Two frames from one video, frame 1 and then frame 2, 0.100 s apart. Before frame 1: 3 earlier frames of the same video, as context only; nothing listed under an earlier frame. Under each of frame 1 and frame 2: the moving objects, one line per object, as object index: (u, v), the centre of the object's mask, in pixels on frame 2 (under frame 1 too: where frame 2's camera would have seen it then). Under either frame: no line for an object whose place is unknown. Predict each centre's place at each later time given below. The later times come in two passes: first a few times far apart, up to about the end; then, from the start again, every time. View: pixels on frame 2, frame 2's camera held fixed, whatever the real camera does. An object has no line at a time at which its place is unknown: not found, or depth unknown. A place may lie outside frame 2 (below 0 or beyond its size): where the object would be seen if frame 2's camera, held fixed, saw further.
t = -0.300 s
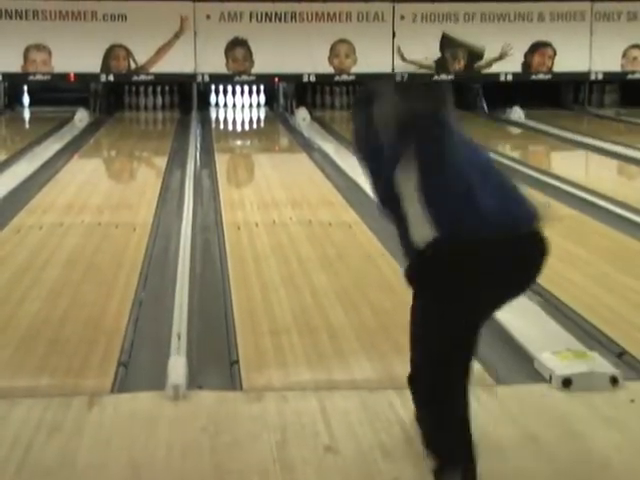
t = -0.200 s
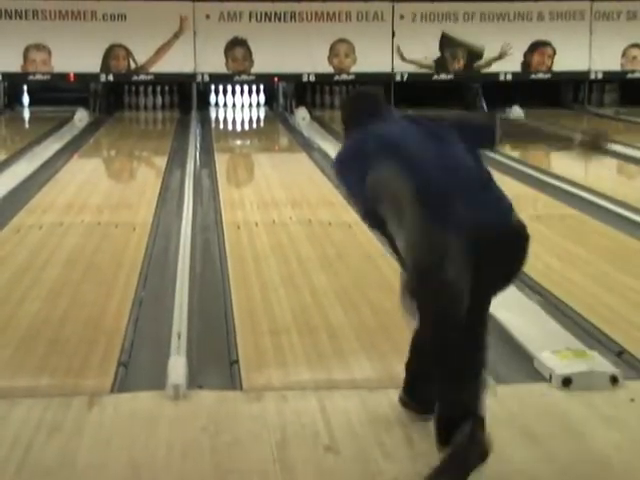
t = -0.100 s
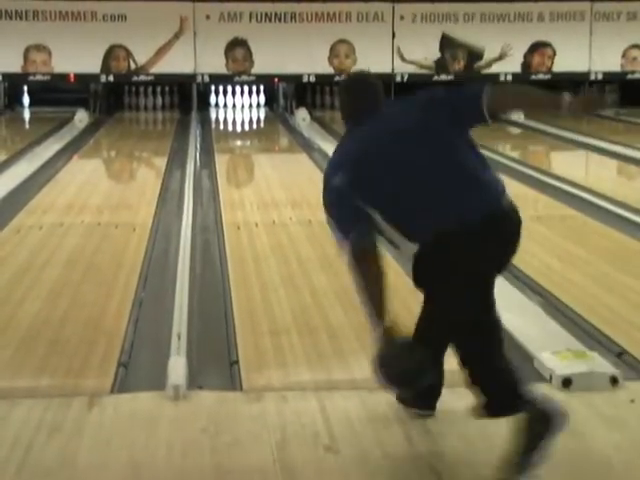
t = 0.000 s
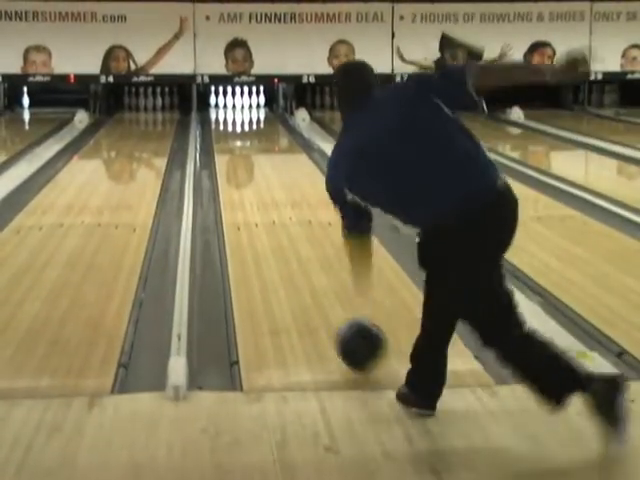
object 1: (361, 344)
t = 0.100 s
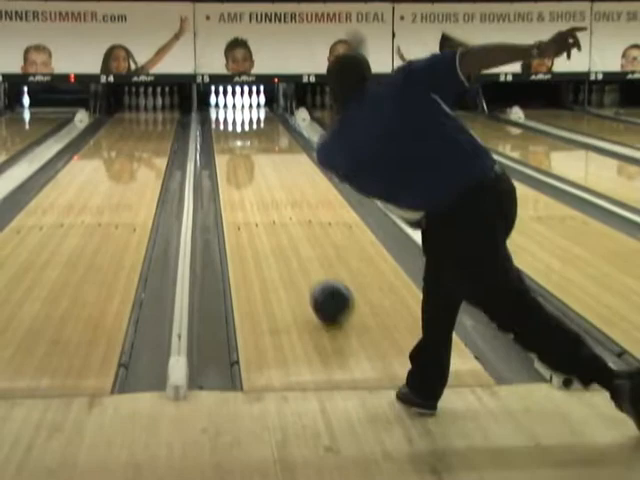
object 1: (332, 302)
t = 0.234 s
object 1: (304, 260)
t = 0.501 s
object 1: (268, 205)
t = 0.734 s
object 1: (249, 174)
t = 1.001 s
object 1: (235, 151)
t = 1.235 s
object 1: (227, 137)
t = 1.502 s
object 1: (222, 124)
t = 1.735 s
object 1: (224, 114)
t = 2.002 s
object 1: (230, 107)
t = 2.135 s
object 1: (233, 104)
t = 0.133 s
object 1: (323, 290)
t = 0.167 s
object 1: (316, 279)
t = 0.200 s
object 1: (309, 269)
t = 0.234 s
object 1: (304, 260)
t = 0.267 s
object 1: (298, 252)
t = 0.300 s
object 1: (293, 244)
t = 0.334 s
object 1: (288, 236)
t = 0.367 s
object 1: (284, 229)
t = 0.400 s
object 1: (279, 222)
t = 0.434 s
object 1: (276, 216)
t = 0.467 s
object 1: (272, 210)
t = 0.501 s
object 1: (268, 205)
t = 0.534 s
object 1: (265, 200)
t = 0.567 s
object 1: (262, 195)
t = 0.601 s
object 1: (260, 190)
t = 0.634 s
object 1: (256, 186)
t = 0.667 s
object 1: (254, 182)
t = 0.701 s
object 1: (251, 178)
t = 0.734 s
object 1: (249, 174)
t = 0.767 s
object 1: (247, 171)
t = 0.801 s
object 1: (245, 168)
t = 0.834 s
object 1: (243, 165)
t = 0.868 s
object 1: (242, 162)
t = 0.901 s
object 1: (240, 159)
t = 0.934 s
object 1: (239, 157)
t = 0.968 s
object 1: (237, 154)
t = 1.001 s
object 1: (235, 151)
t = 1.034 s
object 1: (234, 149)
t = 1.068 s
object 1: (233, 147)
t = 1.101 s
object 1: (232, 145)
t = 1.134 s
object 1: (230, 142)
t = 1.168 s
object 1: (229, 140)
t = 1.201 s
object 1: (228, 139)
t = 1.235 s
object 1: (227, 137)
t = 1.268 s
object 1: (226, 135)
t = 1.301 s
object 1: (225, 133)
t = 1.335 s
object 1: (225, 132)
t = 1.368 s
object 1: (225, 130)
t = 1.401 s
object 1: (223, 128)
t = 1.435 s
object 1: (223, 126)
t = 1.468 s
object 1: (223, 125)
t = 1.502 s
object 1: (222, 124)
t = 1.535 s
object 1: (222, 122)
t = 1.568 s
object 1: (222, 121)
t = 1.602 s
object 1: (222, 119)
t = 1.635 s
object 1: (223, 118)
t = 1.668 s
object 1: (223, 117)
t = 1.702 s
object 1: (223, 115)
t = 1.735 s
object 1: (224, 114)
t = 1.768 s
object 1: (224, 113)
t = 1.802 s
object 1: (225, 113)
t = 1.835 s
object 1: (226, 111)
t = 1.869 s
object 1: (227, 110)
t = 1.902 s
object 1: (228, 109)
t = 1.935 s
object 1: (229, 109)
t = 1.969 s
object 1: (229, 108)
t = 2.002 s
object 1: (230, 107)
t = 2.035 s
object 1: (231, 106)
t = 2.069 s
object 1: (233, 106)
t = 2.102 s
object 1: (233, 105)
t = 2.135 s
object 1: (233, 104)
